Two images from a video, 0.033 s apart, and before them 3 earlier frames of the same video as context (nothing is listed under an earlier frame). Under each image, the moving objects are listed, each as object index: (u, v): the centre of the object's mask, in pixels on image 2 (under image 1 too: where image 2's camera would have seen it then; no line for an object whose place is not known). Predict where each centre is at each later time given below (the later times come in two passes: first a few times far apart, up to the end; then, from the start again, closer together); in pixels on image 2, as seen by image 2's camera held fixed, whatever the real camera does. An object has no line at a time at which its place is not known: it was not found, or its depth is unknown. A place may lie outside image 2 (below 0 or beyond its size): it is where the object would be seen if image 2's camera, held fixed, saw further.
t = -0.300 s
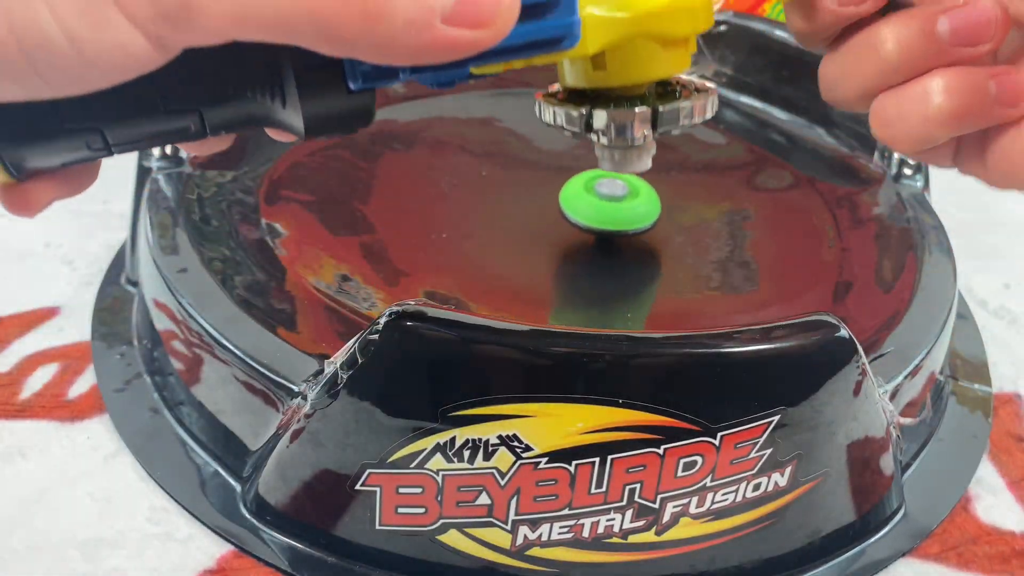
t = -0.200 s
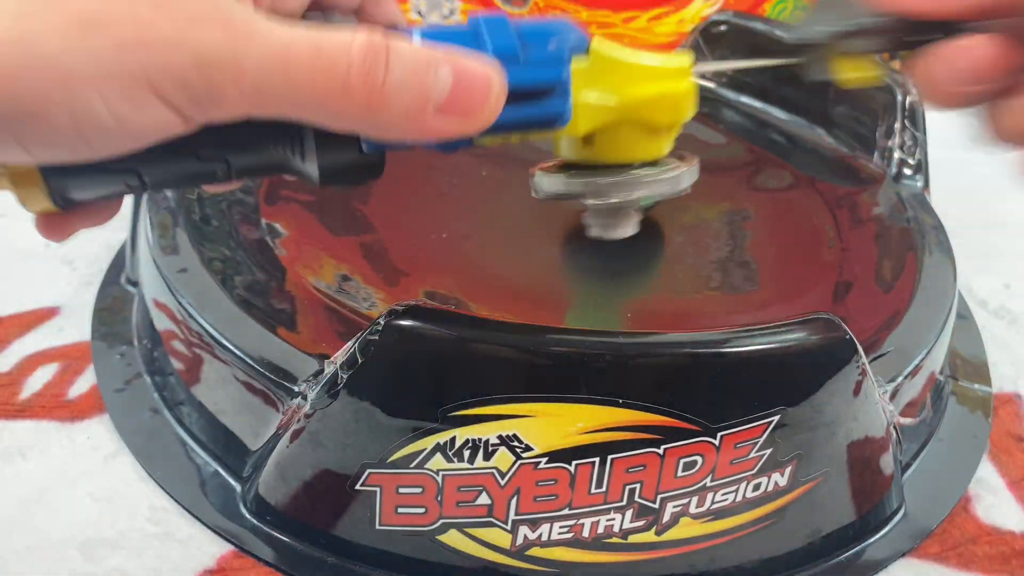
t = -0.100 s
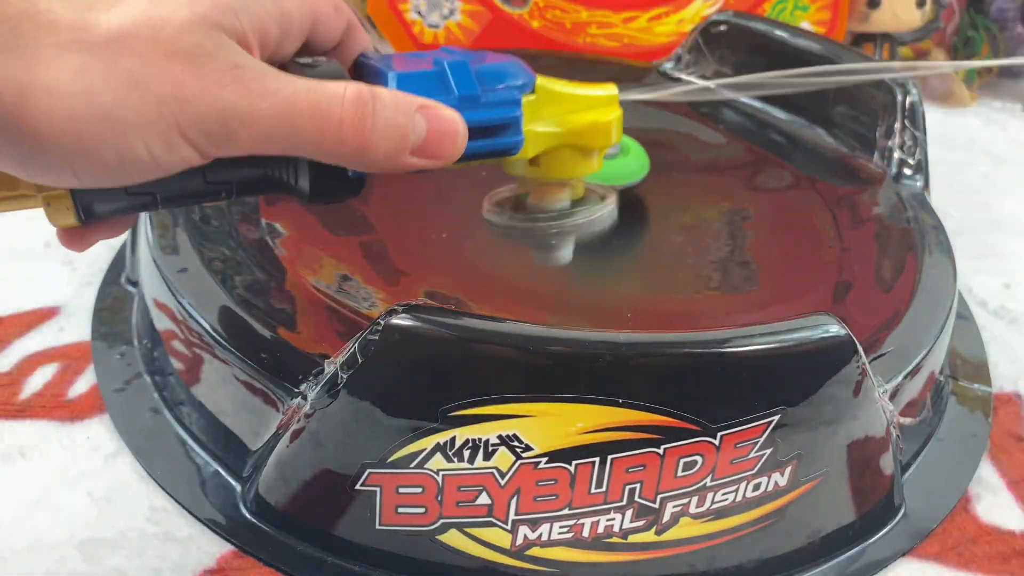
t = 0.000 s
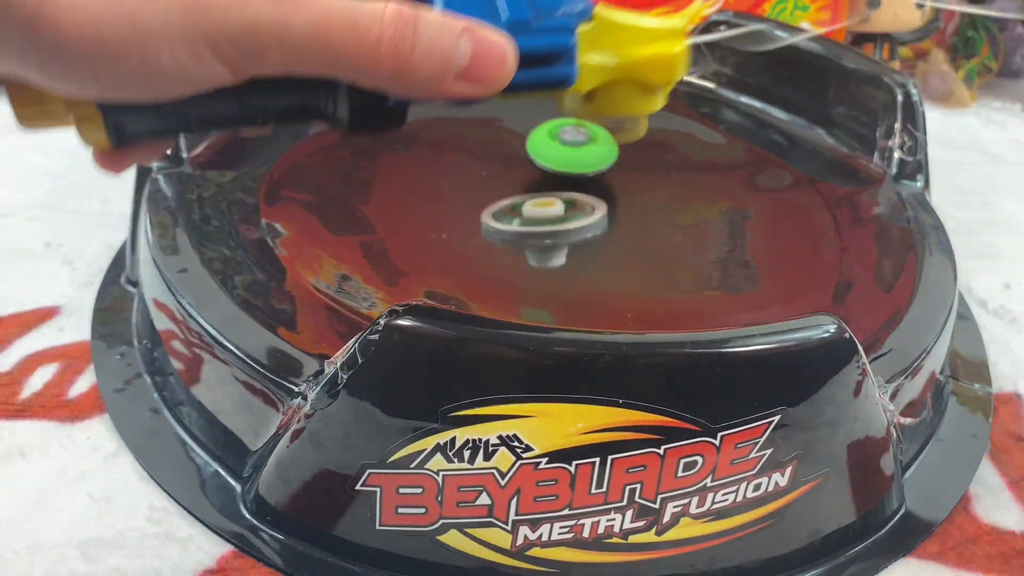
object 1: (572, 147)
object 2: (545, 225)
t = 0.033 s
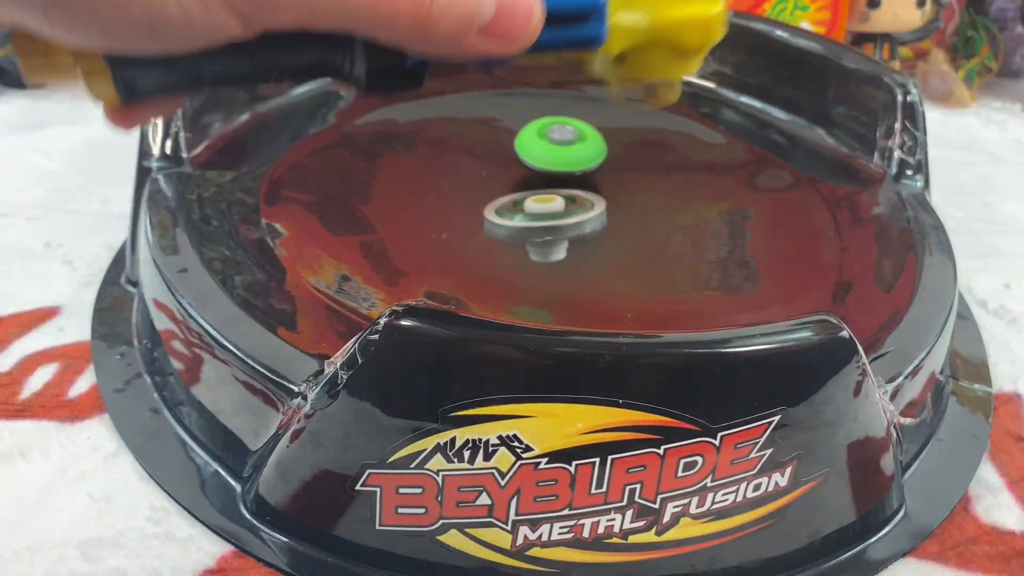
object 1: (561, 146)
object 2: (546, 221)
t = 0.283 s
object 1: (486, 151)
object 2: (559, 200)
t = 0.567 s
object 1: (445, 194)
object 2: (609, 238)
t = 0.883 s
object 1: (429, 227)
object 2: (725, 234)
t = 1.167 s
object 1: (556, 249)
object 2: (601, 200)
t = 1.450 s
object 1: (610, 217)
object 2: (459, 144)
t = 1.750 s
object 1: (552, 165)
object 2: (387, 197)
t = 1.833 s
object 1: (525, 162)
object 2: (426, 221)
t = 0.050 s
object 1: (555, 146)
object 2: (545, 227)
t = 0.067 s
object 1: (549, 147)
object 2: (545, 239)
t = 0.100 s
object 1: (538, 148)
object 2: (545, 227)
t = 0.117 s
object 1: (532, 150)
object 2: (547, 214)
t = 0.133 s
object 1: (527, 151)
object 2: (547, 207)
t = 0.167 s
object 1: (518, 155)
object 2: (547, 209)
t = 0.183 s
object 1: (512, 153)
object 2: (549, 208)
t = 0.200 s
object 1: (507, 150)
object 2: (552, 202)
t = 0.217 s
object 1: (502, 149)
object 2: (554, 201)
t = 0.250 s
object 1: (493, 148)
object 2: (557, 205)
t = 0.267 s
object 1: (489, 149)
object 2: (558, 200)
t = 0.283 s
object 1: (486, 151)
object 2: (559, 200)
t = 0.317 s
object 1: (480, 156)
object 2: (559, 202)
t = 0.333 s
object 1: (478, 159)
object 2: (559, 200)
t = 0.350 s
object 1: (476, 163)
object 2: (558, 203)
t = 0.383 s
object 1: (469, 167)
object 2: (562, 204)
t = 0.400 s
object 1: (467, 169)
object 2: (564, 208)
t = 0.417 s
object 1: (466, 173)
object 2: (565, 209)
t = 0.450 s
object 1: (466, 181)
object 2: (565, 213)
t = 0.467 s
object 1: (466, 184)
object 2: (567, 216)
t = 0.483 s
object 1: (459, 184)
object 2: (575, 221)
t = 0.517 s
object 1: (450, 186)
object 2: (591, 228)
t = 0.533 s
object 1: (447, 188)
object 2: (597, 232)
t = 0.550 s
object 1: (445, 191)
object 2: (603, 235)
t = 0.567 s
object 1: (445, 194)
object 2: (609, 238)
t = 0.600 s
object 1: (448, 202)
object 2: (617, 242)
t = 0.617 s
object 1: (452, 206)
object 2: (619, 244)
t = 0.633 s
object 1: (456, 211)
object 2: (620, 245)
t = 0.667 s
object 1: (468, 220)
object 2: (621, 247)
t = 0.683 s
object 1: (474, 225)
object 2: (619, 248)
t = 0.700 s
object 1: (481, 230)
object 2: (617, 248)
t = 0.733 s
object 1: (497, 238)
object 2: (612, 247)
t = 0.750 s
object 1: (485, 236)
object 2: (629, 248)
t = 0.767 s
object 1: (472, 236)
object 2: (648, 247)
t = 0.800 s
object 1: (450, 231)
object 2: (680, 245)
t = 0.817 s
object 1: (442, 230)
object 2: (693, 243)
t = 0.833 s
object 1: (435, 229)
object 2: (704, 241)
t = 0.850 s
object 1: (431, 227)
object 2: (713, 239)
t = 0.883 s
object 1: (429, 227)
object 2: (725, 234)
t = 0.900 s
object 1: (430, 227)
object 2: (727, 232)
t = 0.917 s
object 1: (433, 228)
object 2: (728, 230)
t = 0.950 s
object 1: (443, 231)
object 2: (723, 226)
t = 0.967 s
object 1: (450, 233)
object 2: (718, 224)
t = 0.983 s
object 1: (458, 235)
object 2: (713, 223)
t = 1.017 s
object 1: (475, 240)
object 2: (697, 219)
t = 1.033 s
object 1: (484, 242)
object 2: (689, 218)
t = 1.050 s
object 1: (494, 245)
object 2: (678, 216)
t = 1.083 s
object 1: (513, 248)
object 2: (657, 212)
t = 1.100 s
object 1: (522, 249)
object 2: (645, 211)
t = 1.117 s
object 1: (532, 250)
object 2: (634, 209)
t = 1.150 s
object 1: (548, 250)
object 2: (611, 204)
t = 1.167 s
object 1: (556, 249)
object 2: (601, 200)
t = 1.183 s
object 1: (563, 247)
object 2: (590, 196)
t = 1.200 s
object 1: (569, 248)
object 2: (580, 193)
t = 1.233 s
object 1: (577, 250)
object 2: (563, 185)
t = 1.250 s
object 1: (581, 250)
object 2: (555, 181)
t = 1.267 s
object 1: (584, 249)
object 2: (548, 177)
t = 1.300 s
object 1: (592, 246)
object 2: (534, 168)
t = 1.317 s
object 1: (595, 244)
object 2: (526, 164)
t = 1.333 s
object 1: (599, 241)
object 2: (518, 160)
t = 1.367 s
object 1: (604, 235)
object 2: (502, 154)
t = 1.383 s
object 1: (606, 231)
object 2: (493, 151)
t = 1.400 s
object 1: (608, 228)
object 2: (485, 149)
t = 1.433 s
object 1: (610, 221)
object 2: (468, 145)
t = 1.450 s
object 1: (610, 217)
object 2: (459, 144)
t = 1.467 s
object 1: (609, 213)
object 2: (451, 144)
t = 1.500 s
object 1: (607, 206)
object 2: (434, 144)
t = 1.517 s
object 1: (605, 202)
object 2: (426, 145)
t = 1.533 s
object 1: (603, 199)
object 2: (418, 146)
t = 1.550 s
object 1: (601, 195)
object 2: (411, 148)
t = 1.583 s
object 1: (595, 189)
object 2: (397, 152)
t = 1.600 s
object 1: (592, 186)
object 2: (392, 155)
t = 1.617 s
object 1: (589, 183)
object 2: (387, 159)
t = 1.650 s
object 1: (581, 177)
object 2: (379, 167)
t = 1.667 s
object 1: (577, 174)
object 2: (377, 172)
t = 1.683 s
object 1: (573, 172)
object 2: (376, 177)
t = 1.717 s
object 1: (563, 168)
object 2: (379, 188)
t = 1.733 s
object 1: (558, 166)
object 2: (382, 192)
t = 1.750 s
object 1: (552, 165)
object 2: (387, 197)
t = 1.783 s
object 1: (541, 163)
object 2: (399, 207)
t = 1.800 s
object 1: (536, 162)
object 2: (407, 212)
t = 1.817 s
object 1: (530, 162)
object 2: (416, 217)
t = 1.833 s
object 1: (525, 162)
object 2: (426, 221)
